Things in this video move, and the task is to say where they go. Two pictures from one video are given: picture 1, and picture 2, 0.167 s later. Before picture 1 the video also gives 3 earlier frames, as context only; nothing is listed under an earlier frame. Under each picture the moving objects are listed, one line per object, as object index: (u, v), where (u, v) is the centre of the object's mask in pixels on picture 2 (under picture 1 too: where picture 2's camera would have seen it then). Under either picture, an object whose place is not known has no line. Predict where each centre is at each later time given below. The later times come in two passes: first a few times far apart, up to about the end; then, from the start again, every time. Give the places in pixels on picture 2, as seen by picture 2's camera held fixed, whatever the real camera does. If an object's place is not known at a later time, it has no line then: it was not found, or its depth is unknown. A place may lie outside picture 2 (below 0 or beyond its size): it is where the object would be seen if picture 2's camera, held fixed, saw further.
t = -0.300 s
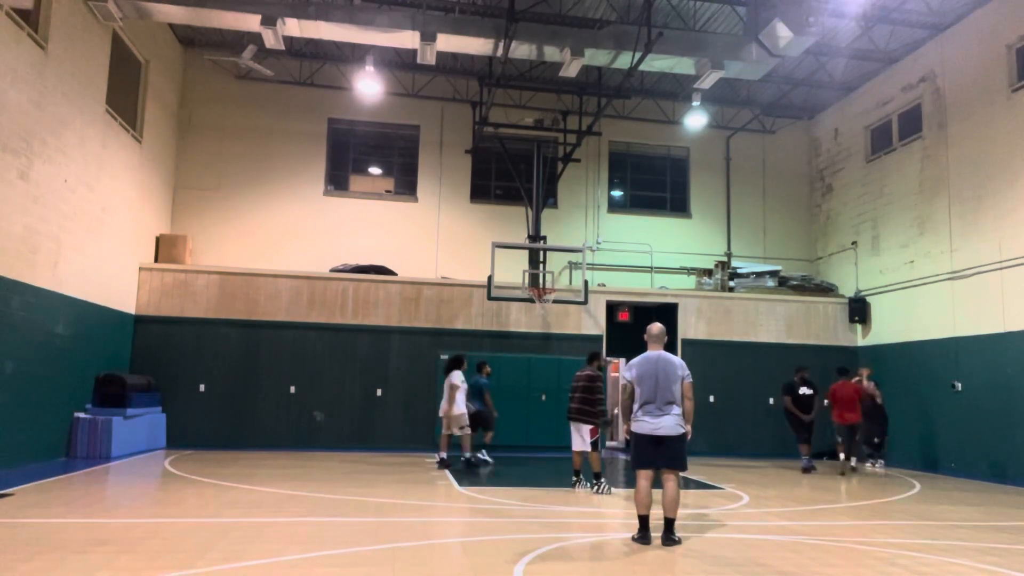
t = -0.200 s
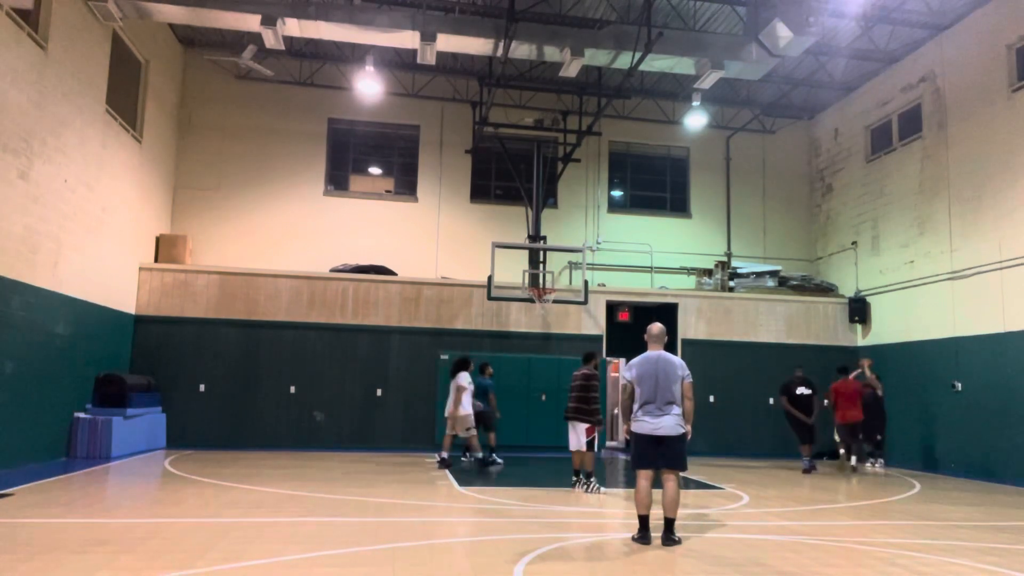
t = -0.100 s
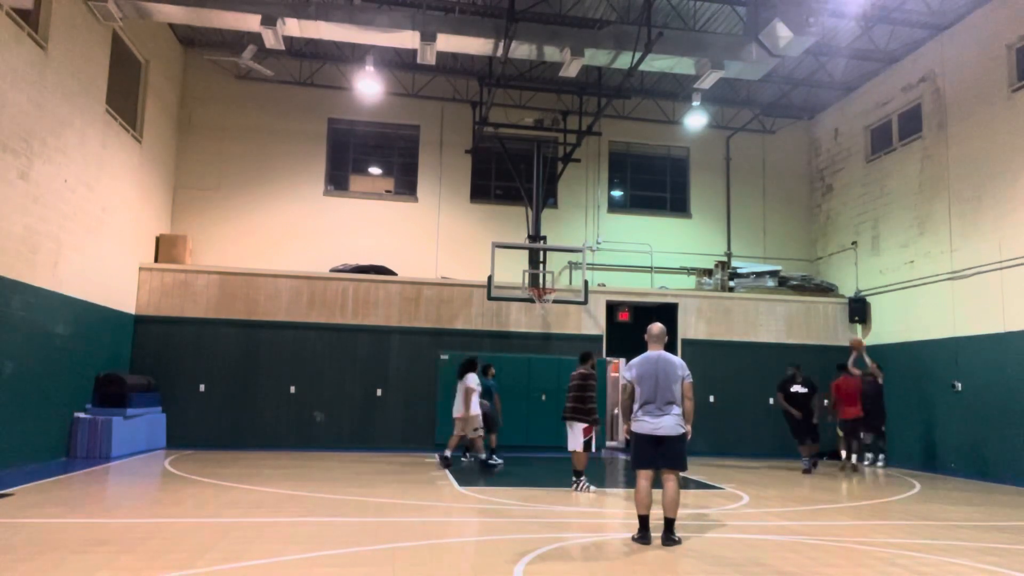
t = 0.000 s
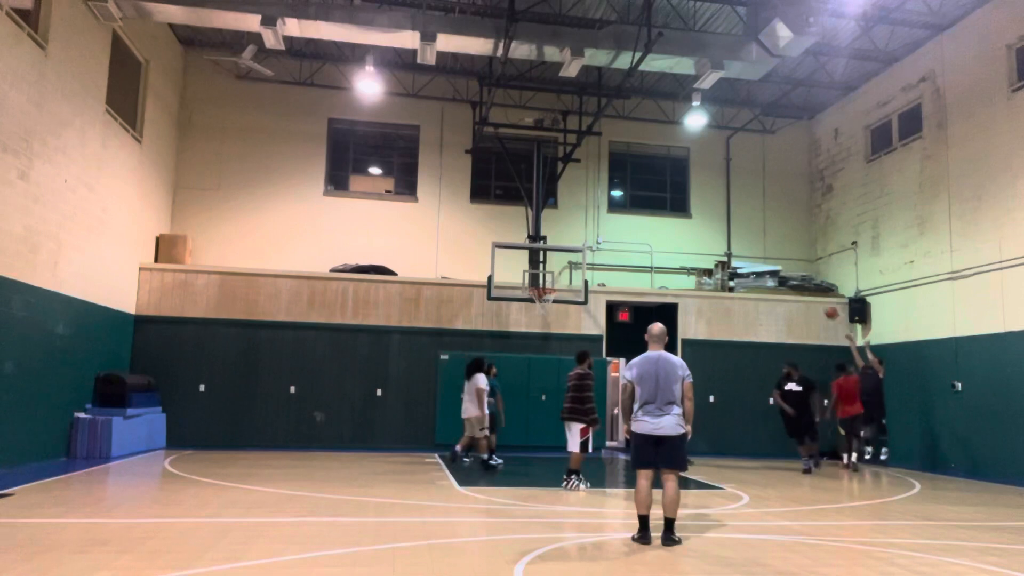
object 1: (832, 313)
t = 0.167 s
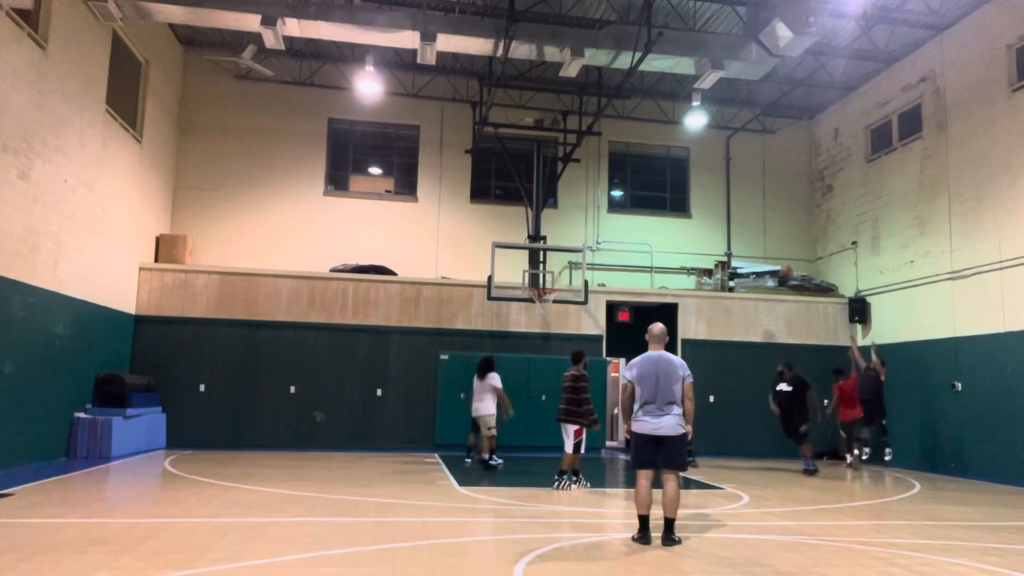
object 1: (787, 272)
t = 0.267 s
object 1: (759, 254)
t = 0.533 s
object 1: (689, 231)
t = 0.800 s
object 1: (619, 244)
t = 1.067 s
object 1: (558, 281)
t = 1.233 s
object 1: (567, 246)
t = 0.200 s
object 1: (778, 266)
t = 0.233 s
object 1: (769, 260)
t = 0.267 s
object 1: (759, 254)
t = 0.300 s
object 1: (751, 249)
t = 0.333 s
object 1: (742, 245)
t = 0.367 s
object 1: (733, 242)
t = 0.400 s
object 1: (724, 239)
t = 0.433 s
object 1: (716, 236)
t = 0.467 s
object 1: (707, 234)
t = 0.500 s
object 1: (698, 232)
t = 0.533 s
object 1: (689, 231)
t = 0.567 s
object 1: (681, 231)
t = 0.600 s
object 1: (672, 231)
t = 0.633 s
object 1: (663, 232)
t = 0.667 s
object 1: (654, 233)
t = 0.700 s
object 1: (646, 235)
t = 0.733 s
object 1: (637, 237)
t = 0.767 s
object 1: (628, 240)
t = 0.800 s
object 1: (619, 244)
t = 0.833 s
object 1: (611, 248)
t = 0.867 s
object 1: (602, 252)
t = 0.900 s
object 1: (593, 258)
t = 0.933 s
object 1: (584, 263)
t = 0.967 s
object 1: (575, 270)
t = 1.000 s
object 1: (567, 278)
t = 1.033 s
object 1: (557, 284)
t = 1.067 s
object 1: (558, 281)
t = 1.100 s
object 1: (559, 273)
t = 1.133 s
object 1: (560, 266)
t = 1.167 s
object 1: (563, 258)
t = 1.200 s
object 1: (565, 252)
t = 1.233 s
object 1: (567, 246)
